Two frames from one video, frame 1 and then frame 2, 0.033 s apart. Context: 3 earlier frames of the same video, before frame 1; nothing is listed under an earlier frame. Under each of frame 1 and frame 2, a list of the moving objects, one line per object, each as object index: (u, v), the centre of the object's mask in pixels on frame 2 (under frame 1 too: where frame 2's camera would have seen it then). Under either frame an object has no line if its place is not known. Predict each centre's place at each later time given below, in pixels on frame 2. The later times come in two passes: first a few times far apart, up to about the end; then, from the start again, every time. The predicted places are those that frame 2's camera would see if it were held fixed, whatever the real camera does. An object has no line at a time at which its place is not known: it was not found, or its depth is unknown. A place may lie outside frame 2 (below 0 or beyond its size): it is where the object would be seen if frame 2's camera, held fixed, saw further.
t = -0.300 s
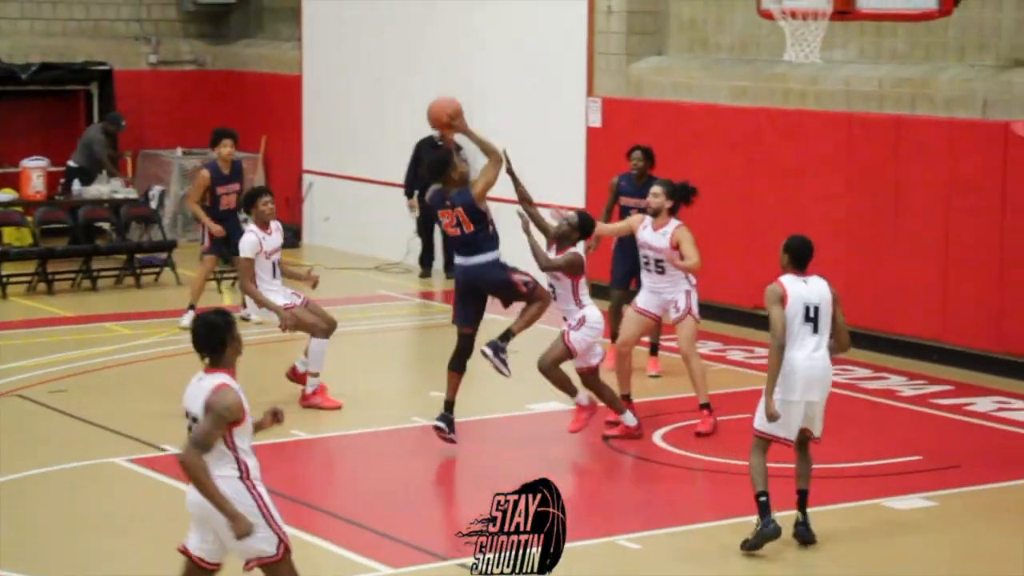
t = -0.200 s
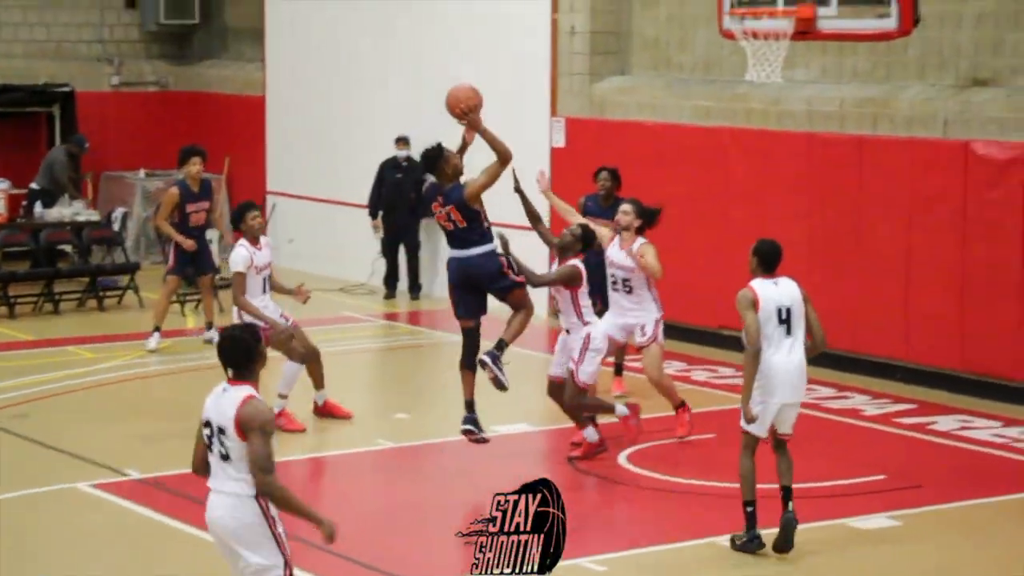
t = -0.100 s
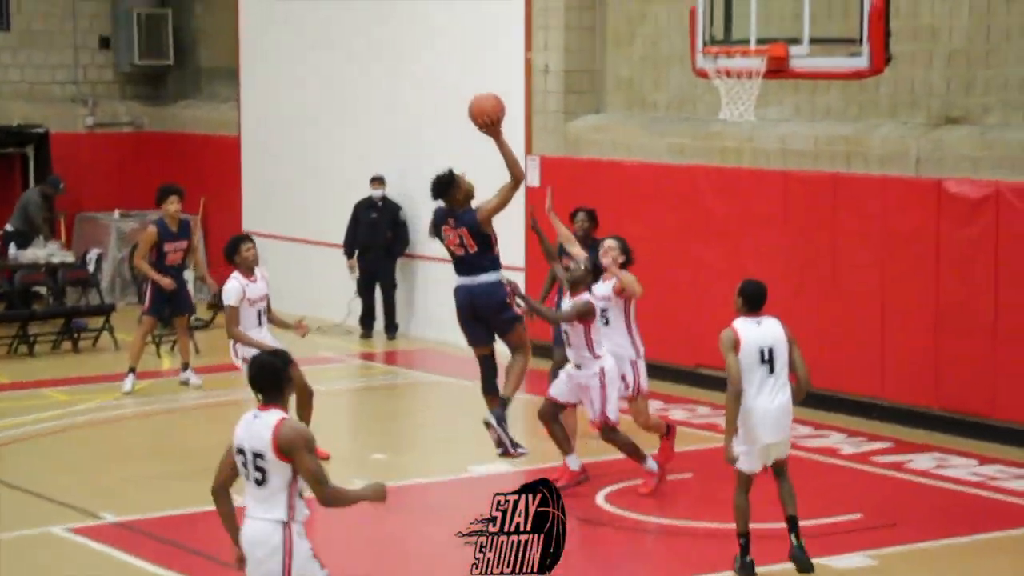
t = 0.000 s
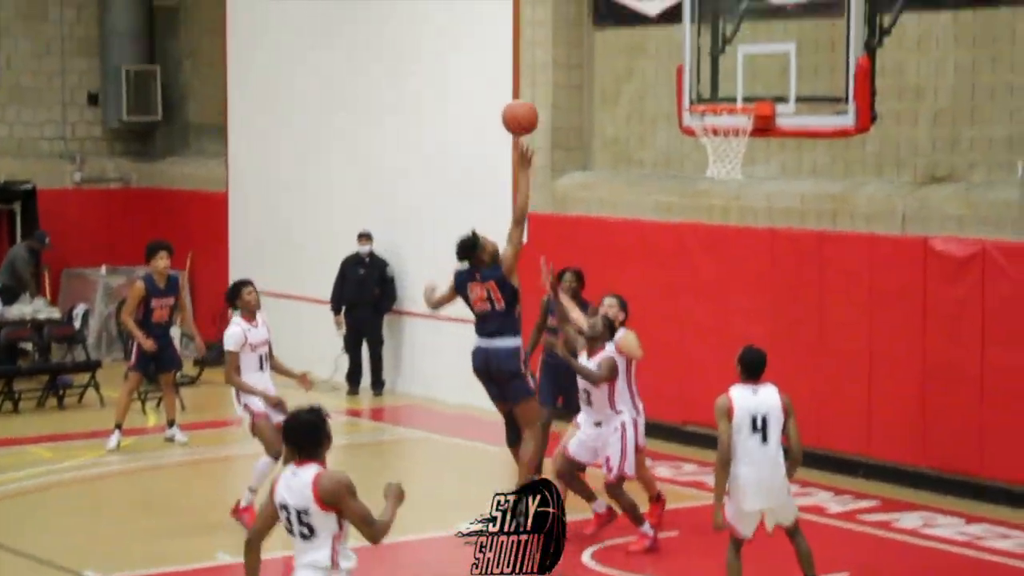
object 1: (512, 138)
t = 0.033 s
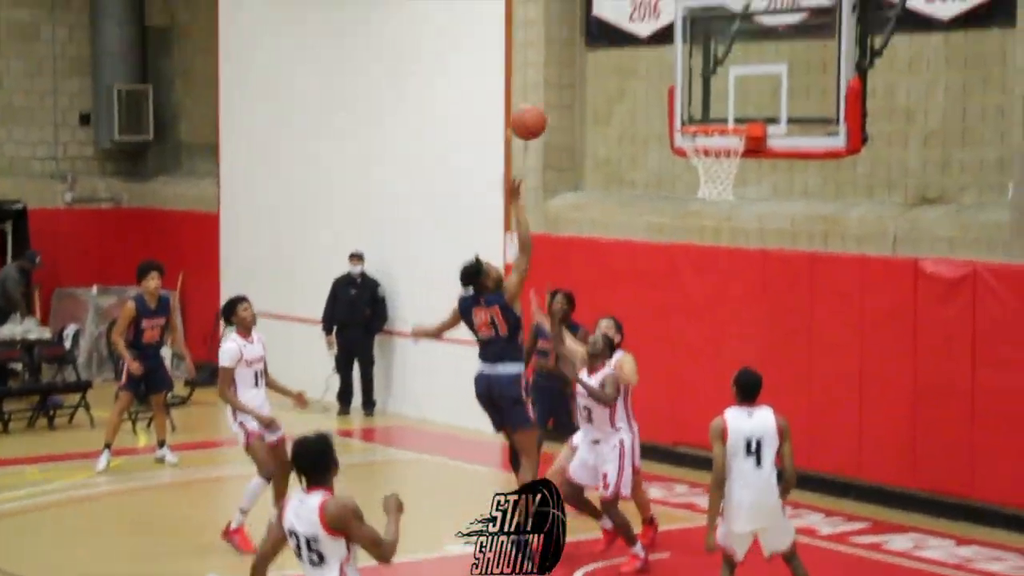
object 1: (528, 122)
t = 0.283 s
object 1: (641, 59)
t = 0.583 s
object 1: (704, 106)
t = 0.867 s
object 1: (713, 104)
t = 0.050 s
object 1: (536, 115)
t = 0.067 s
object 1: (543, 107)
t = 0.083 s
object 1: (552, 101)
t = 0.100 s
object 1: (559, 95)
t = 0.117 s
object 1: (567, 89)
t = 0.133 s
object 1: (575, 84)
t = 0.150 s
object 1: (582, 79)
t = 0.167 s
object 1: (590, 74)
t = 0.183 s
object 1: (597, 71)
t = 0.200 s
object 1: (605, 68)
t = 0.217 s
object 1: (612, 65)
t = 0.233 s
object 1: (619, 63)
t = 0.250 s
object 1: (626, 62)
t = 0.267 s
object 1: (634, 60)
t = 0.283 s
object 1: (641, 59)
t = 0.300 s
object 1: (649, 59)
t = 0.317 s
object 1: (656, 58)
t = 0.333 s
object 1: (663, 58)
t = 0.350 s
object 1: (670, 59)
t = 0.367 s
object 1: (677, 60)
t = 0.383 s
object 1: (684, 62)
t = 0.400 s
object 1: (691, 63)
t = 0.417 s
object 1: (698, 65)
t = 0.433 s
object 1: (704, 69)
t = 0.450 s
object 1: (711, 71)
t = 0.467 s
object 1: (718, 75)
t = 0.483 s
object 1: (725, 79)
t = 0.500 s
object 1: (731, 83)
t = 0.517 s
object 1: (726, 86)
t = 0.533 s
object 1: (721, 90)
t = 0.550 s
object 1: (715, 94)
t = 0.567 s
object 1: (710, 100)
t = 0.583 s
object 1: (704, 106)
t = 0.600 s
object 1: (699, 110)
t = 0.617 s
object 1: (692, 115)
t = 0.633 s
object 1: (691, 117)
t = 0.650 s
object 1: (692, 116)
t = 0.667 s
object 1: (692, 115)
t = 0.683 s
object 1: (693, 114)
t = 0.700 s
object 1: (694, 114)
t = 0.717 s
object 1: (695, 113)
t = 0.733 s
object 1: (697, 112)
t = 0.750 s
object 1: (699, 109)
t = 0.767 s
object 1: (701, 107)
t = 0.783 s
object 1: (703, 107)
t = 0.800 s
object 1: (705, 105)
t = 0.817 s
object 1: (708, 104)
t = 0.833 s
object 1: (710, 103)
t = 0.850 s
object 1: (711, 104)
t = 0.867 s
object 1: (713, 104)
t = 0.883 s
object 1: (716, 105)
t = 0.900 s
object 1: (718, 106)
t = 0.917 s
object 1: (719, 108)
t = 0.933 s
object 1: (722, 110)
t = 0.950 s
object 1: (724, 113)
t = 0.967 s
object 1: (727, 115)
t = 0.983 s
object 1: (728, 118)
